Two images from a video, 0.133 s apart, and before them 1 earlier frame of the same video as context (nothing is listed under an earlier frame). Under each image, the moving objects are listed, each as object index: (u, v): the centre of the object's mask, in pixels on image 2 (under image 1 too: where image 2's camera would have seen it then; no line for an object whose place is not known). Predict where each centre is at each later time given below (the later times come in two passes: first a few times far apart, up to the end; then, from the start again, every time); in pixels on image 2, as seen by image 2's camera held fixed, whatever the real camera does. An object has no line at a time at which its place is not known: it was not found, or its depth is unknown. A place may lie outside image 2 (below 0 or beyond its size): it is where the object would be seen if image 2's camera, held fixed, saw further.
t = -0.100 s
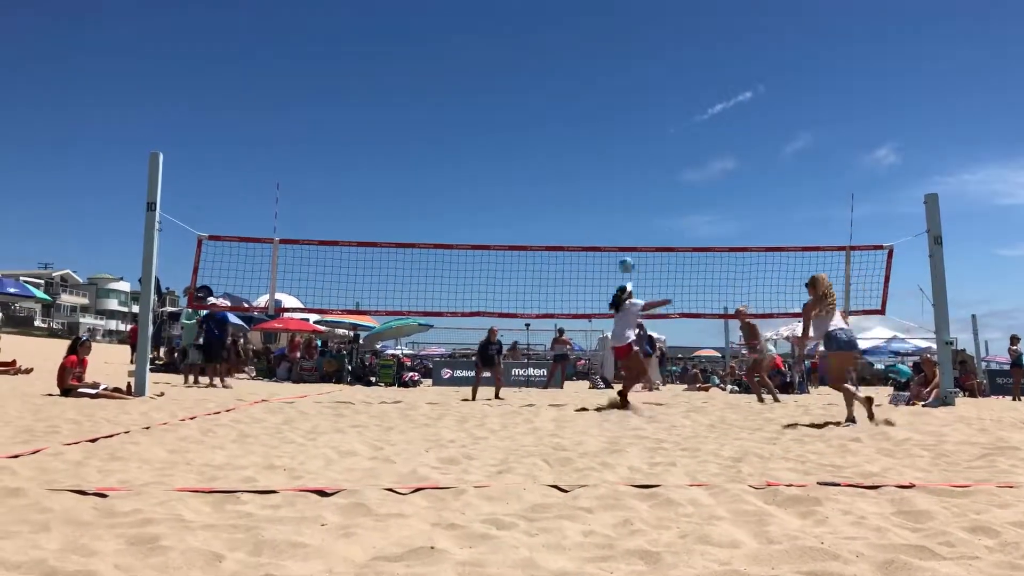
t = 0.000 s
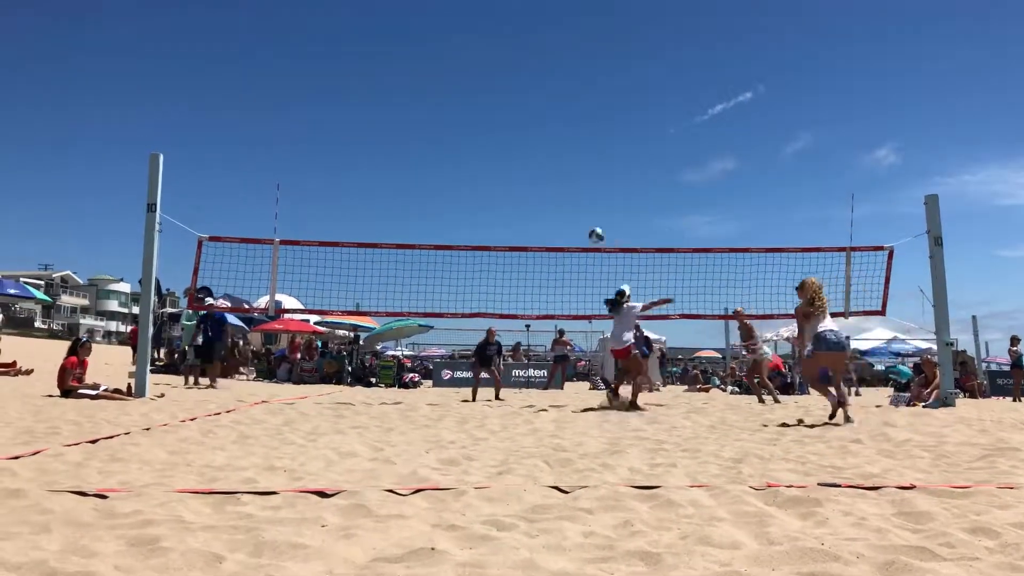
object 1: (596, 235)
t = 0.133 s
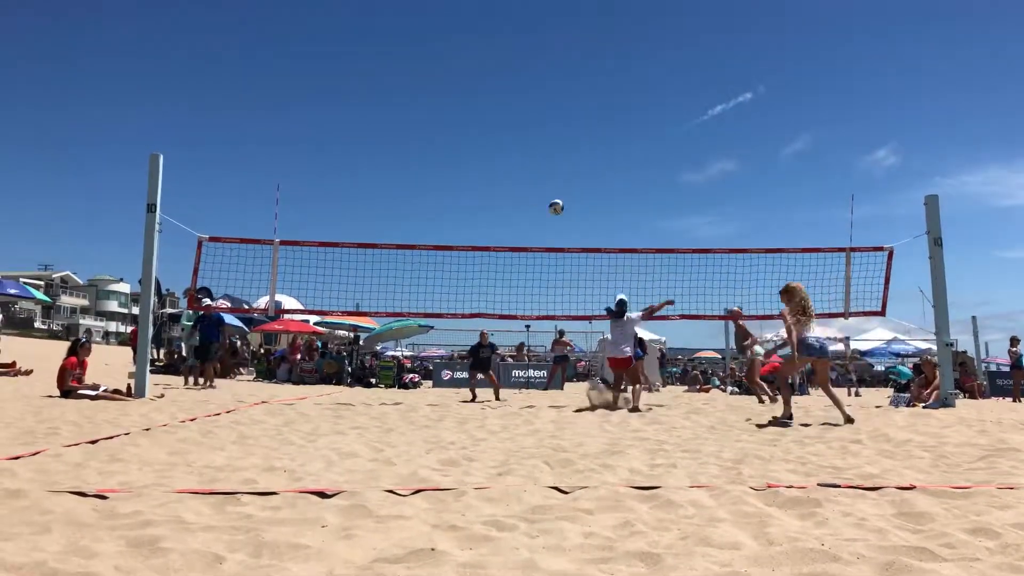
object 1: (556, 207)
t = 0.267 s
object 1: (518, 191)
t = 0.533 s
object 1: (445, 196)
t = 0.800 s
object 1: (376, 248)
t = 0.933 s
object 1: (342, 290)
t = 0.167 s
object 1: (546, 201)
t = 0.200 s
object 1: (537, 197)
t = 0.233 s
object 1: (528, 194)
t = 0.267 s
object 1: (518, 191)
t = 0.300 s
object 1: (509, 188)
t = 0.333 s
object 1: (500, 187)
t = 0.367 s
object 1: (490, 187)
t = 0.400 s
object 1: (481, 188)
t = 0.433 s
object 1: (473, 190)
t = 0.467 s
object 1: (463, 190)
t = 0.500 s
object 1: (454, 193)
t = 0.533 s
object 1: (445, 196)
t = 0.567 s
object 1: (436, 200)
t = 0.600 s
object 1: (426, 205)
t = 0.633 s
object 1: (418, 210)
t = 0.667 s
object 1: (410, 217)
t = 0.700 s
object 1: (401, 223)
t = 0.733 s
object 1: (392, 230)
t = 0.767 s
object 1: (384, 238)
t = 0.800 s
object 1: (376, 248)
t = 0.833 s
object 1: (367, 257)
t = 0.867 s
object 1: (358, 267)
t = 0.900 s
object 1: (350, 278)
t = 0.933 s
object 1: (342, 290)
